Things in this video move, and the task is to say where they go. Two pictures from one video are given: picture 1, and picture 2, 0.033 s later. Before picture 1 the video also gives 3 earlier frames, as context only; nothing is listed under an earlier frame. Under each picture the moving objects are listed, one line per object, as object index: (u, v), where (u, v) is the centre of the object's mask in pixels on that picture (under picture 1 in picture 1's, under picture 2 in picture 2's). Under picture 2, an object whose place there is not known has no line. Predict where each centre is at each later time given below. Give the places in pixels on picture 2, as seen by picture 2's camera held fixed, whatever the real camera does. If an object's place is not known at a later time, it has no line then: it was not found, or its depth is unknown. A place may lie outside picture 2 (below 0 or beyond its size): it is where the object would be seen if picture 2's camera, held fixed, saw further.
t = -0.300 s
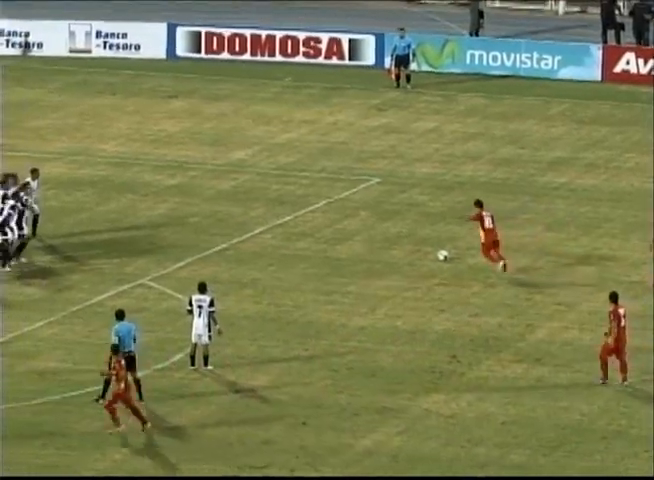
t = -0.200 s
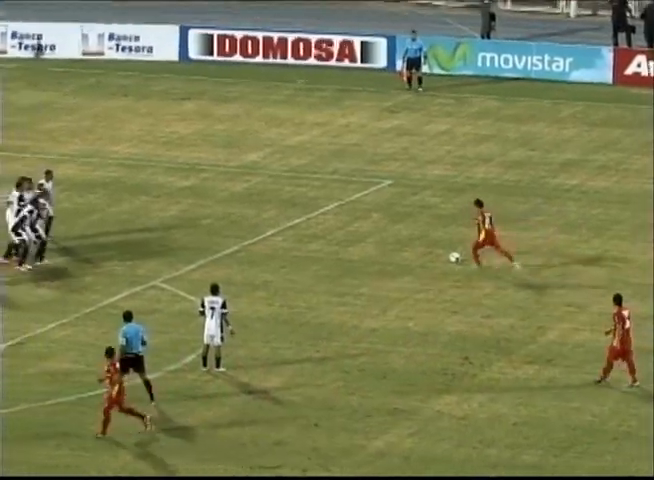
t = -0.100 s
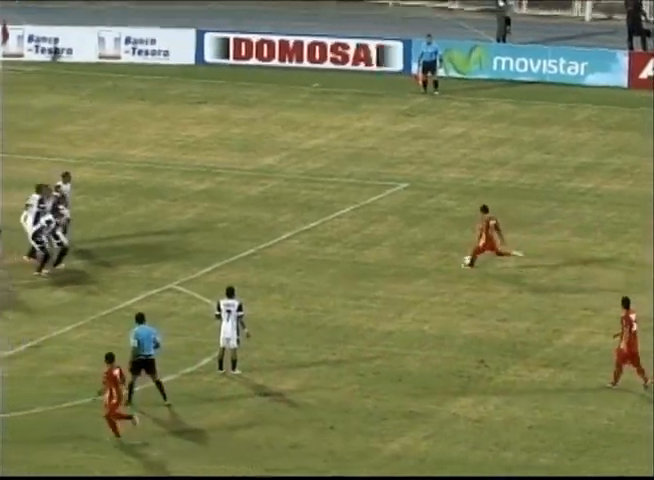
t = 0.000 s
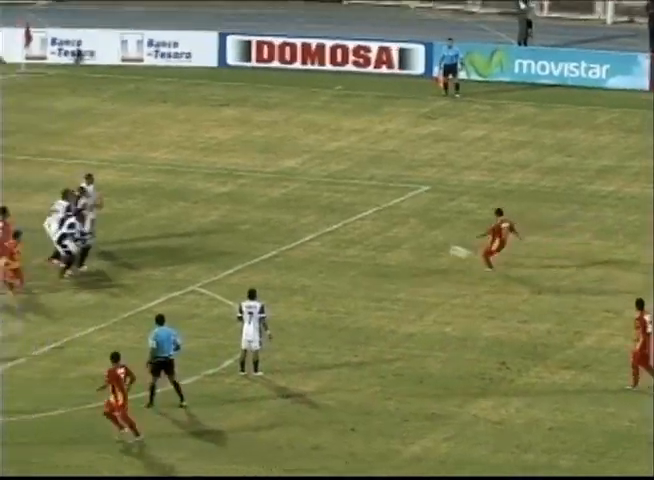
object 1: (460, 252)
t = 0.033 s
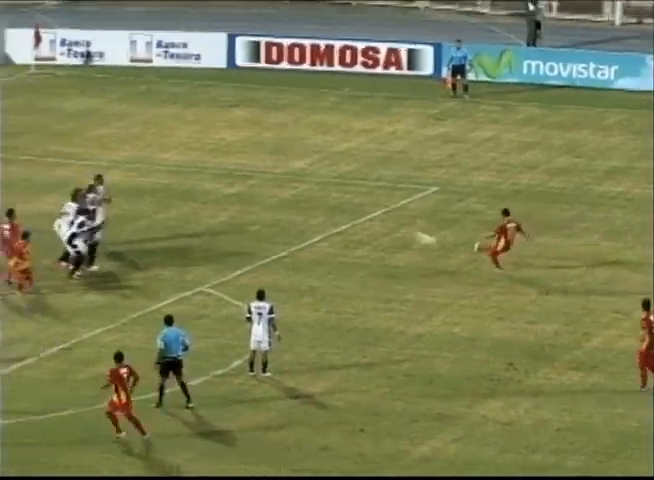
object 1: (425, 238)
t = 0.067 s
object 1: (382, 226)
